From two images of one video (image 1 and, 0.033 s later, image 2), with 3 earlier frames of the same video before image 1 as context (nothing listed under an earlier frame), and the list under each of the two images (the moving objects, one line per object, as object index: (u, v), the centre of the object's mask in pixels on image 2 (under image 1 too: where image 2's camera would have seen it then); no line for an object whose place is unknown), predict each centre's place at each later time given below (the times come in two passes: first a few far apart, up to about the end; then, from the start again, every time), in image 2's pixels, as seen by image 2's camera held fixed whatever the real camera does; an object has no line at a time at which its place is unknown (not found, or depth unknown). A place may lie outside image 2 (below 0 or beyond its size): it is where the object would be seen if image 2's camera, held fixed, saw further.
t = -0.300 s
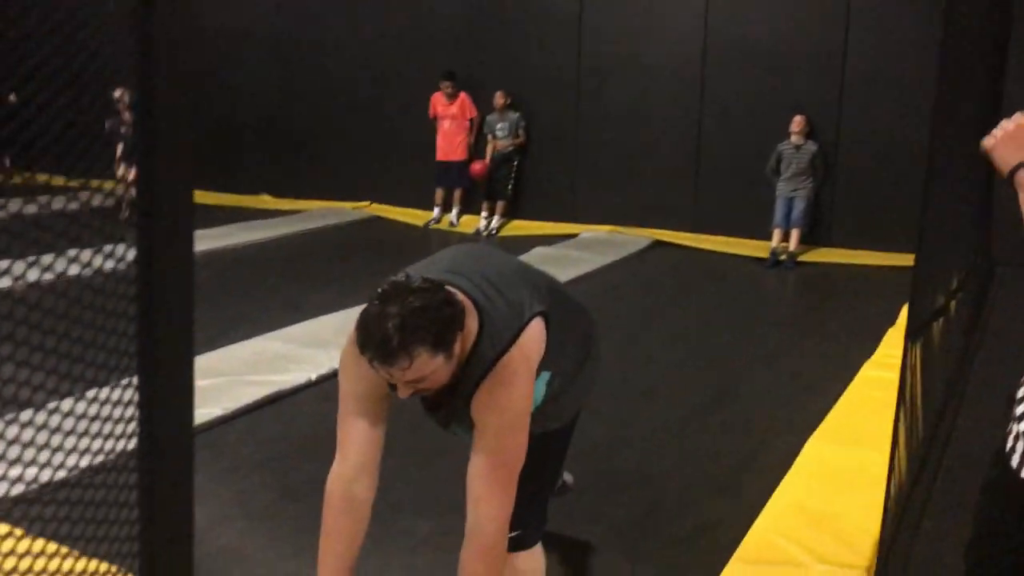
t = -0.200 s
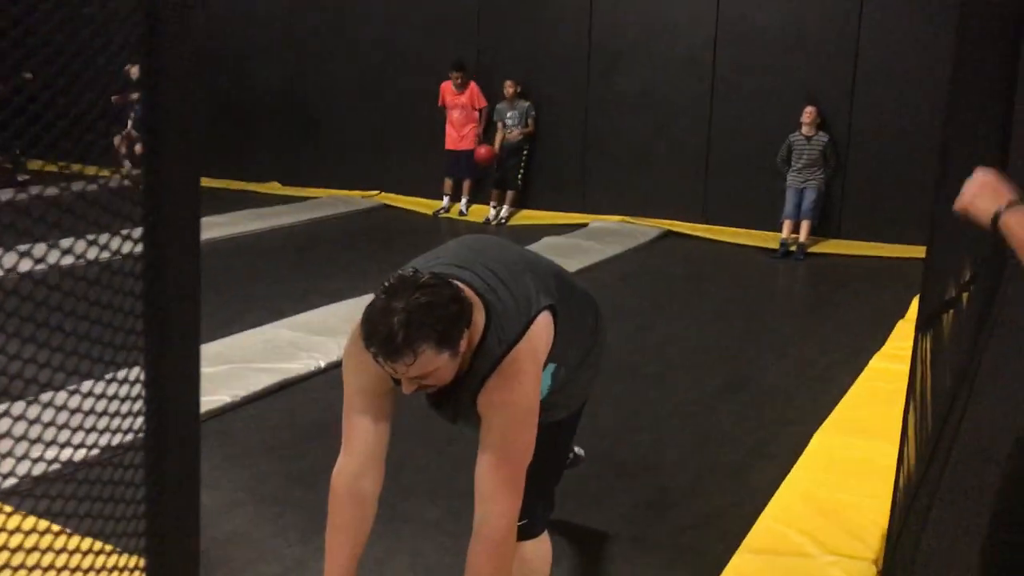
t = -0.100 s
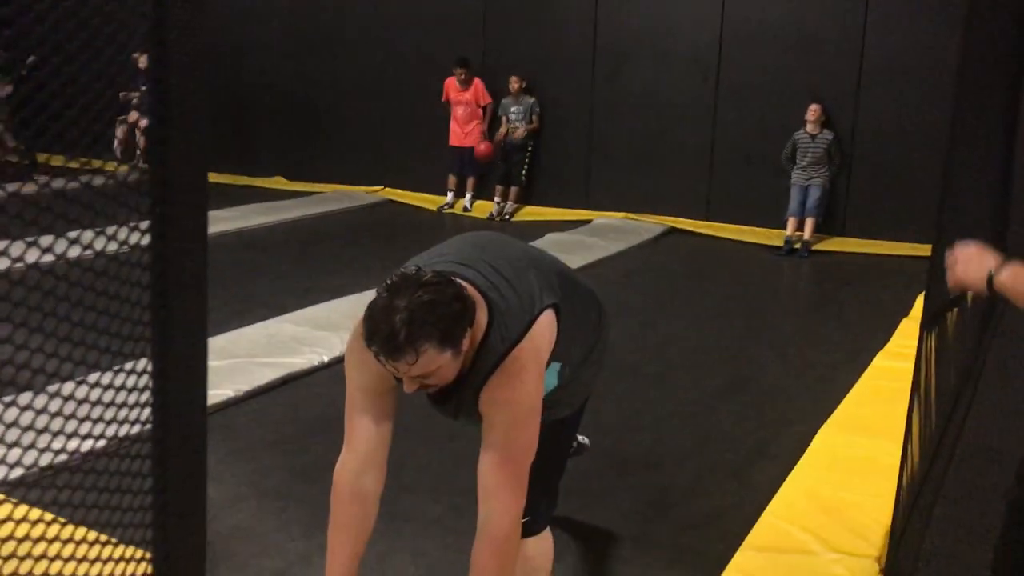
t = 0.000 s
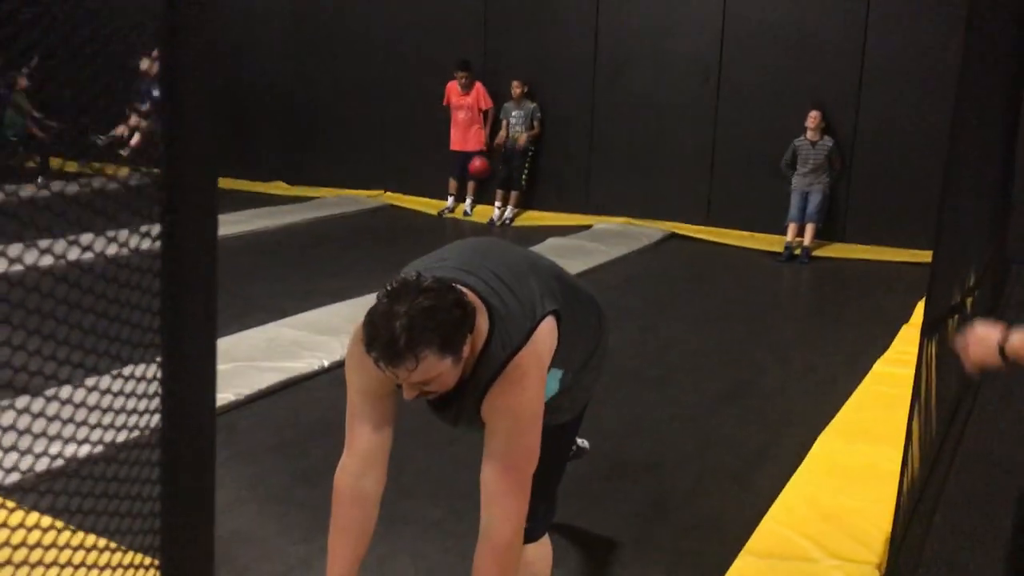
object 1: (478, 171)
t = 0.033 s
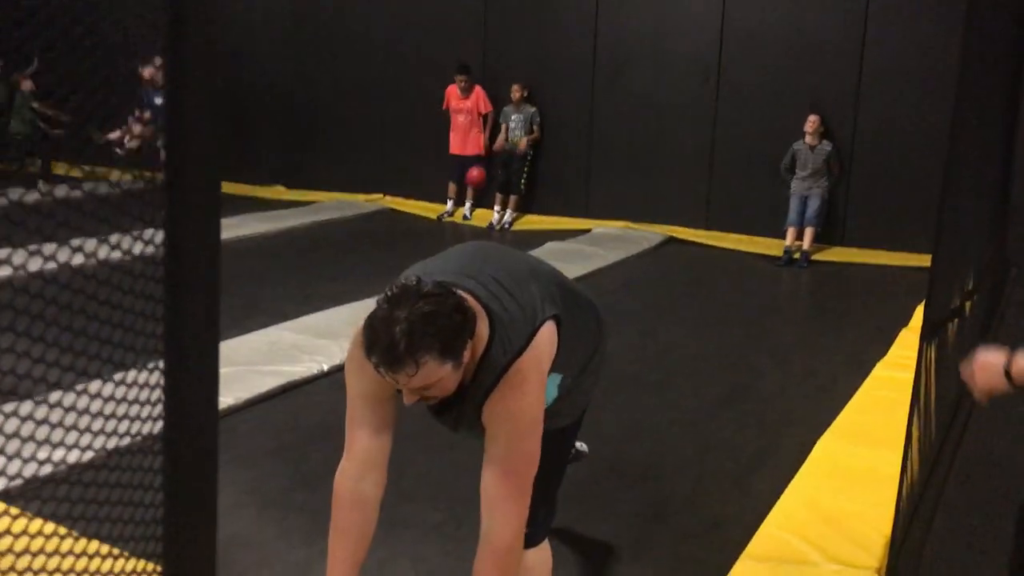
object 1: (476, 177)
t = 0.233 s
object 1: (463, 228)
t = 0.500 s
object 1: (443, 215)
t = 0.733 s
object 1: (424, 232)
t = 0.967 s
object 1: (405, 241)
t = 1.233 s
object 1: (383, 248)
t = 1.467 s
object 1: (364, 253)
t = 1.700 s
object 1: (346, 258)
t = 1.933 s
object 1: (329, 263)
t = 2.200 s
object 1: (311, 268)
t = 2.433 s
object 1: (295, 273)
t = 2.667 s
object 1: (279, 278)
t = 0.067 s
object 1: (474, 184)
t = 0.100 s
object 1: (472, 193)
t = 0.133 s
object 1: (469, 203)
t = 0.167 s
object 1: (468, 215)
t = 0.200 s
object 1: (466, 226)
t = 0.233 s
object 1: (463, 228)
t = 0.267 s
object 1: (461, 222)
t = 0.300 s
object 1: (458, 218)
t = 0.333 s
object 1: (456, 215)
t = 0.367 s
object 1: (454, 212)
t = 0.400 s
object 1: (451, 211)
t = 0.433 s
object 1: (448, 211)
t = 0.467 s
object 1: (446, 212)
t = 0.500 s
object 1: (443, 215)
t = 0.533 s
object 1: (440, 218)
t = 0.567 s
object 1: (437, 223)
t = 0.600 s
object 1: (435, 229)
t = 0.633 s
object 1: (432, 235)
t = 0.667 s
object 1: (430, 237)
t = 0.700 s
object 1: (427, 234)
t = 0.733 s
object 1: (424, 232)
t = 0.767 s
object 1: (421, 231)
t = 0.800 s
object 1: (419, 231)
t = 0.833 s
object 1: (416, 234)
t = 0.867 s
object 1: (413, 237)
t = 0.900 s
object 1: (410, 241)
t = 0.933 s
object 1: (407, 242)
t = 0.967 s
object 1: (405, 241)
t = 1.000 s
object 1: (402, 241)
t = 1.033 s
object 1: (399, 242)
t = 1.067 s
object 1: (397, 243)
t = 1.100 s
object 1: (394, 246)
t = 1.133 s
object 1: (391, 245)
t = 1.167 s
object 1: (389, 245)
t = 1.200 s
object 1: (386, 246)
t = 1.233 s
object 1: (383, 248)
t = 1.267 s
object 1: (380, 249)
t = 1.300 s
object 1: (378, 249)
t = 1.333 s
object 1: (375, 251)
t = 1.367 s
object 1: (372, 251)
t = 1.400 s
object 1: (369, 251)
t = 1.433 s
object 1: (367, 252)
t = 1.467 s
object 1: (364, 253)
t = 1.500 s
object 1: (362, 253)
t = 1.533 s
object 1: (359, 254)
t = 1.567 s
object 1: (357, 255)
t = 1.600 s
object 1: (354, 256)
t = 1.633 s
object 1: (352, 256)
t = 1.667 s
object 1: (349, 257)
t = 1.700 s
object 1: (346, 258)
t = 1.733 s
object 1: (344, 258)
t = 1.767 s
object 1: (342, 259)
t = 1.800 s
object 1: (339, 260)
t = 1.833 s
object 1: (336, 261)
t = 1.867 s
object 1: (334, 262)
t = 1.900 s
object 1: (331, 262)
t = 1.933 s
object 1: (329, 263)
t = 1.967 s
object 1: (327, 264)
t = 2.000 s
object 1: (324, 264)
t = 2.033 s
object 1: (322, 265)
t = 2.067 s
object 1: (320, 266)
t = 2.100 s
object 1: (317, 266)
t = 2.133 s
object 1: (315, 267)
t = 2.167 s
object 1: (313, 268)
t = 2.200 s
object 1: (311, 268)
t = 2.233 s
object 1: (308, 269)
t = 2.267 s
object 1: (306, 270)
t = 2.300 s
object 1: (304, 270)
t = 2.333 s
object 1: (301, 271)
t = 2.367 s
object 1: (299, 272)
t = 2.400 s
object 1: (297, 273)
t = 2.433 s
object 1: (295, 273)
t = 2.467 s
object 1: (292, 274)
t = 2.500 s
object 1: (290, 274)
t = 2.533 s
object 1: (288, 275)
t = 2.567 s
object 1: (286, 276)
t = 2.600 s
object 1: (284, 276)
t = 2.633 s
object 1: (282, 277)
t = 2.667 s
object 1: (279, 278)
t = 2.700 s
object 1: (277, 279)
